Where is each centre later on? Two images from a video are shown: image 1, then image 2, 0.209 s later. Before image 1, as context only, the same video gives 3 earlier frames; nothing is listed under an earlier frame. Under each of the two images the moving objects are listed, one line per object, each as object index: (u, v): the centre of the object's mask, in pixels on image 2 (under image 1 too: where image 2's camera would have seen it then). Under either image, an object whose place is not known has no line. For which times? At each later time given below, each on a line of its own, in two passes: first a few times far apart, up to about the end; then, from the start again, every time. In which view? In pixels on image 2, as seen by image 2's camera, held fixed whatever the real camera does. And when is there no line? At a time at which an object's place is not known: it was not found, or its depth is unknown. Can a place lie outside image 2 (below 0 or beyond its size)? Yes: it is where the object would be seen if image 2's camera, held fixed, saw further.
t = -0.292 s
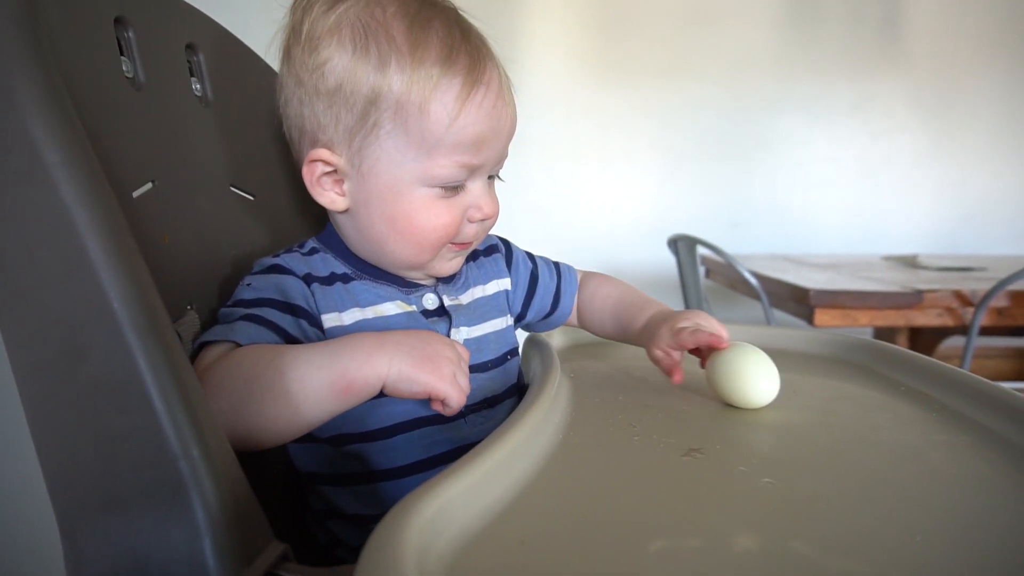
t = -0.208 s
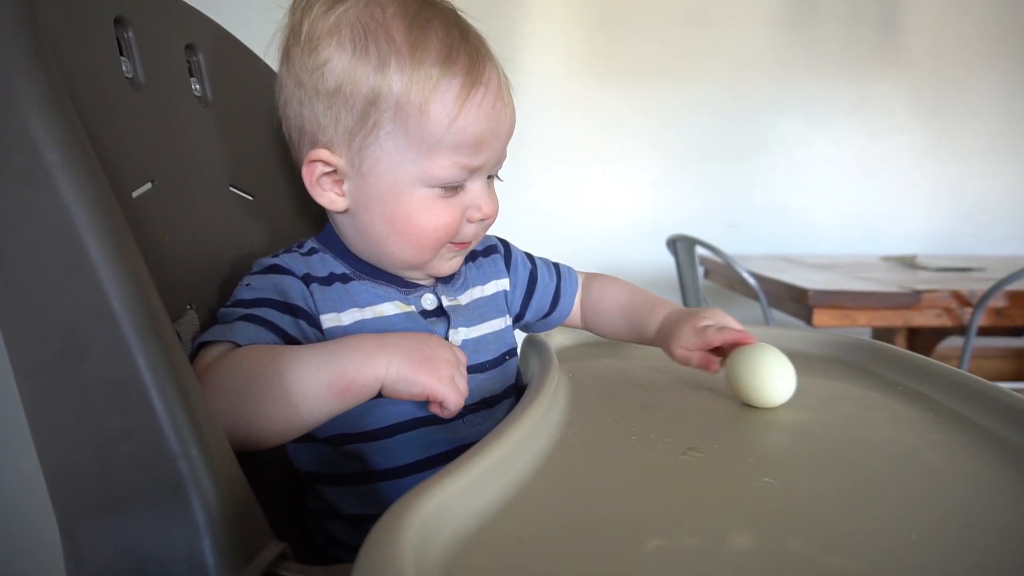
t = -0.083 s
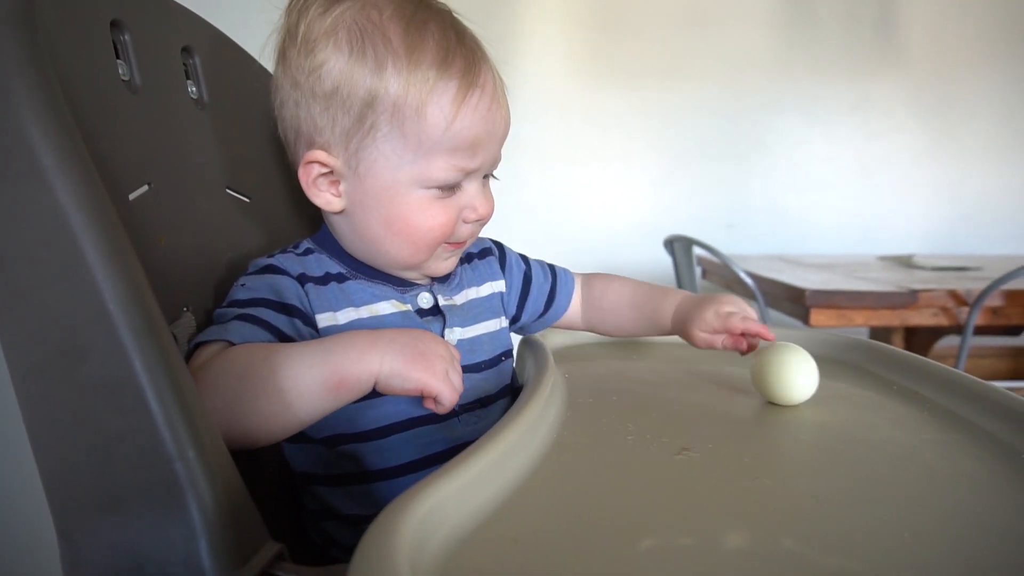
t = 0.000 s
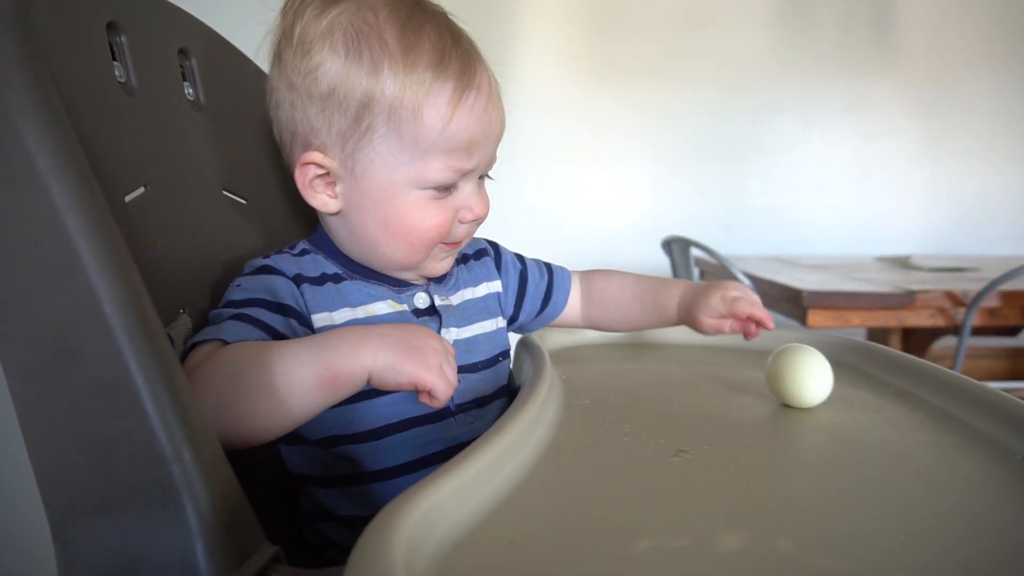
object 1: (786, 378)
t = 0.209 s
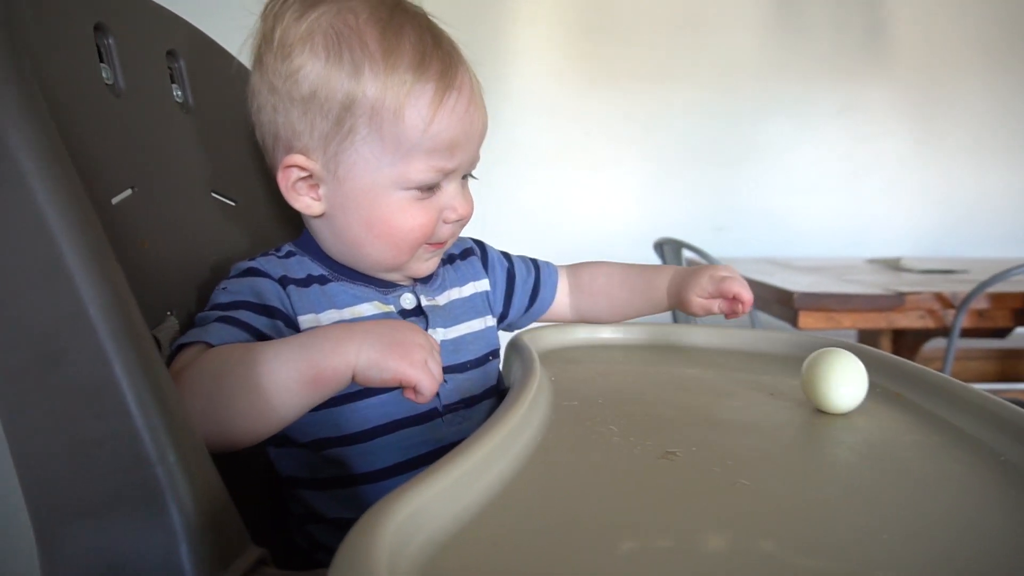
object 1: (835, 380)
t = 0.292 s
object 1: (852, 382)
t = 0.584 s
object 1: (915, 390)
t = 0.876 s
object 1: (934, 394)
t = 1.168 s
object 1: (932, 393)
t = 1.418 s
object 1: (931, 393)
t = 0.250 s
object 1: (843, 381)
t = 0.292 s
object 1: (852, 382)
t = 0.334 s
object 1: (861, 383)
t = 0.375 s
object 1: (870, 384)
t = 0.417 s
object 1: (879, 386)
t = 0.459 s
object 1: (889, 387)
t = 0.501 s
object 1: (898, 388)
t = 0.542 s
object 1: (907, 389)
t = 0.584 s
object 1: (915, 390)
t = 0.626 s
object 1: (923, 391)
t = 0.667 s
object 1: (930, 392)
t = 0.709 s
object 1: (934, 393)
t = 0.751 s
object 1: (934, 394)
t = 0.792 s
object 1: (934, 394)
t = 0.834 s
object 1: (934, 394)
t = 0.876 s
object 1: (934, 394)
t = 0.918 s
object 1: (933, 394)
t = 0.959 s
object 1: (933, 393)
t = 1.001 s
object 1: (932, 393)
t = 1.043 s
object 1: (932, 393)
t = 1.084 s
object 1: (932, 393)
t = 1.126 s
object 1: (932, 393)
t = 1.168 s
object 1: (932, 393)
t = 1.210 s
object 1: (932, 393)
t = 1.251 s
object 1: (931, 393)
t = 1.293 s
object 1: (931, 393)
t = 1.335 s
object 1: (931, 393)
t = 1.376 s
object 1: (931, 393)
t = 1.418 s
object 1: (931, 393)
